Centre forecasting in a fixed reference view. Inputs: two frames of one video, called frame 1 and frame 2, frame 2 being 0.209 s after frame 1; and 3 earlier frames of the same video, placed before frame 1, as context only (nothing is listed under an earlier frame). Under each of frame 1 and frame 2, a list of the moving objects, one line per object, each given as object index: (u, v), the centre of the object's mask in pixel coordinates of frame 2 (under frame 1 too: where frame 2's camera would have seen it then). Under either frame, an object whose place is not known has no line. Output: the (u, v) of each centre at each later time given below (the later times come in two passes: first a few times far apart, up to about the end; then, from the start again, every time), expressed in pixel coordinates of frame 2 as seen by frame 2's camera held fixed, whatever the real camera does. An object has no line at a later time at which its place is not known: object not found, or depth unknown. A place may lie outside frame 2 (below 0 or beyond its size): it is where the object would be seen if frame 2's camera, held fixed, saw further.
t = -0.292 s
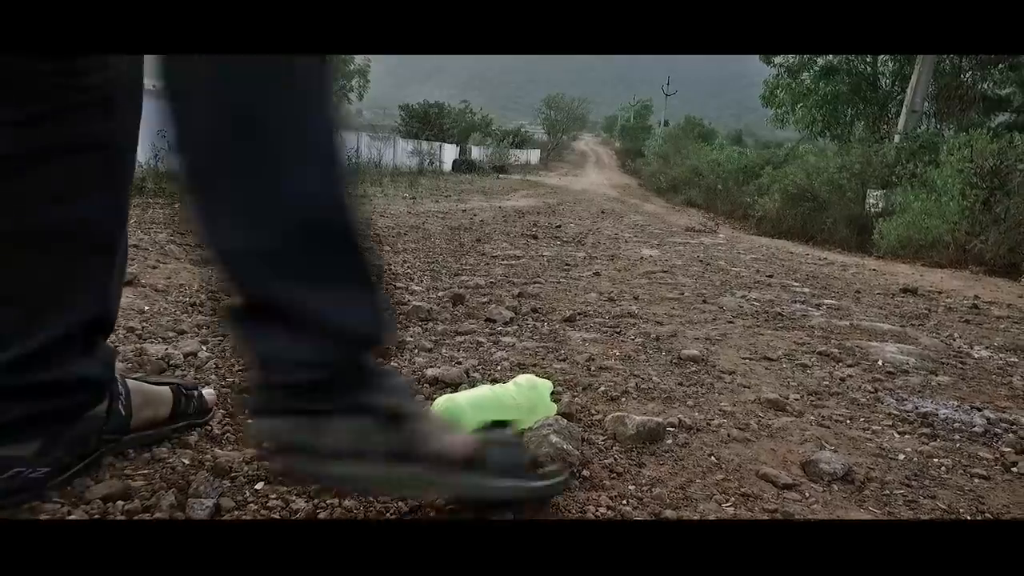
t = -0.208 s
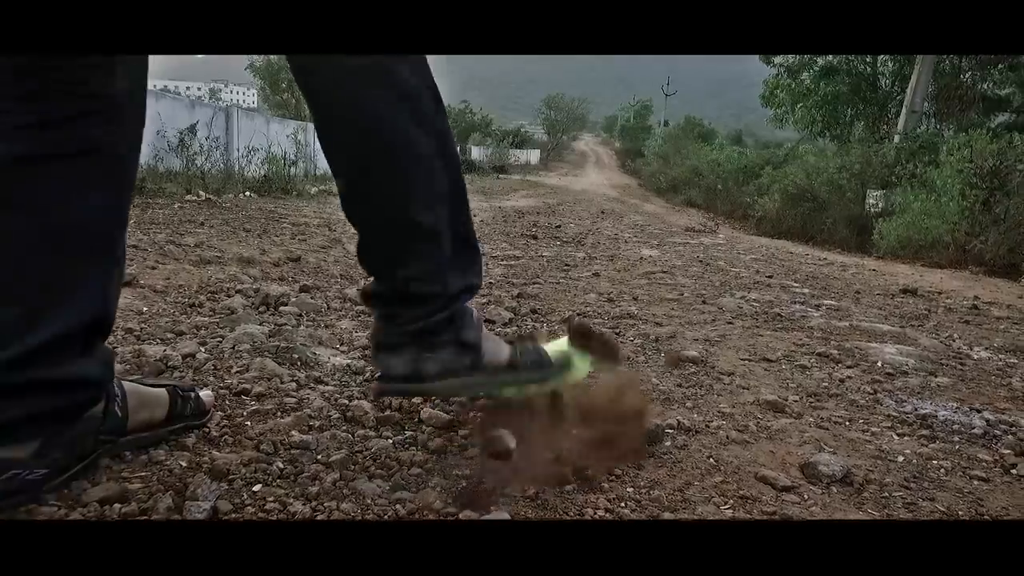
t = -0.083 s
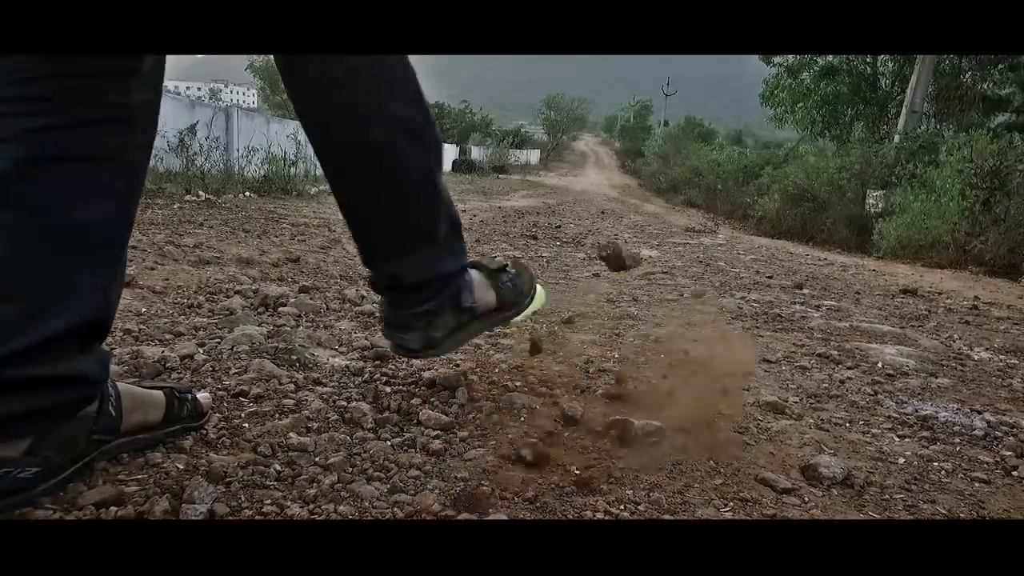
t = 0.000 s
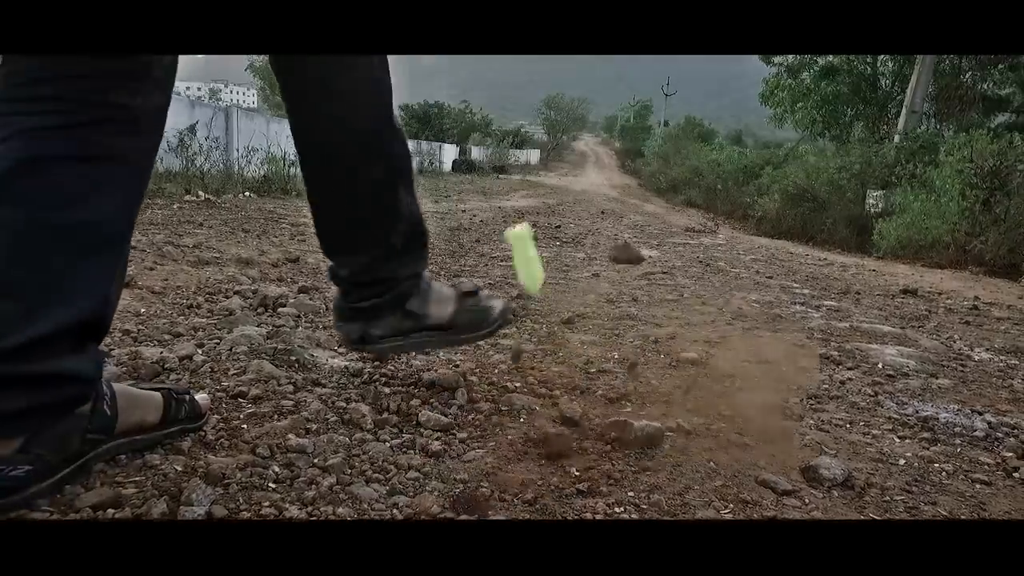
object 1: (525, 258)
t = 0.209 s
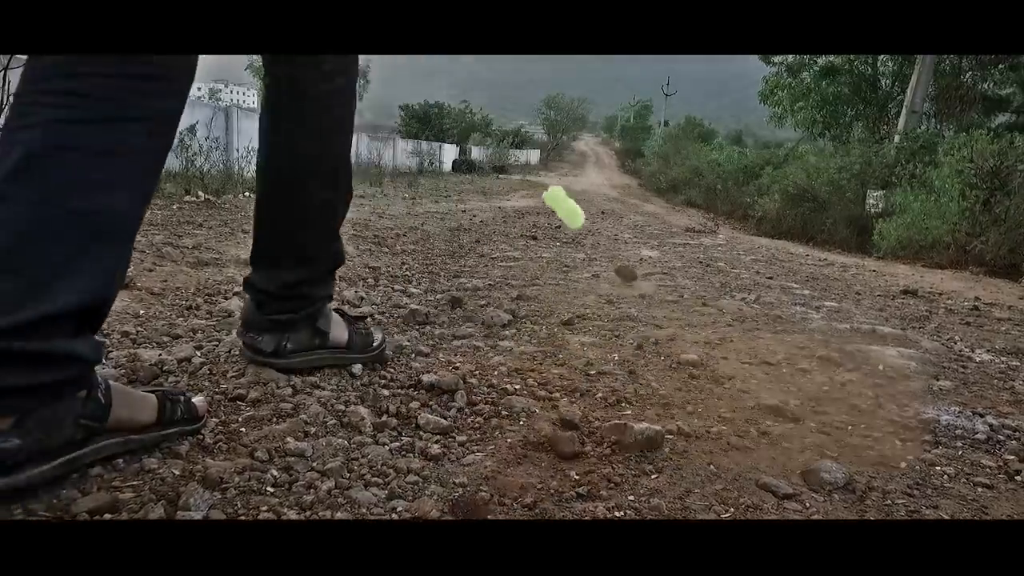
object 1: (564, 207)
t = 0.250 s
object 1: (571, 212)
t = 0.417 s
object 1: (589, 252)
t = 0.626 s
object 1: (605, 256)
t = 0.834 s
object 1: (610, 252)
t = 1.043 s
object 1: (615, 243)
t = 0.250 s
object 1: (571, 212)
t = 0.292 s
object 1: (577, 224)
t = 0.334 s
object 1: (582, 245)
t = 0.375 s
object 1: (584, 259)
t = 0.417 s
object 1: (589, 252)
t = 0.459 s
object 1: (592, 246)
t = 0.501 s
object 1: (595, 244)
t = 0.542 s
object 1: (599, 246)
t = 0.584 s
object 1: (603, 251)
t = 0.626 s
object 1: (605, 256)
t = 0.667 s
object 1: (607, 260)
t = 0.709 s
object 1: (608, 254)
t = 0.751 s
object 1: (609, 250)
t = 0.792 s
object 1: (610, 249)
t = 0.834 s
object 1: (610, 252)
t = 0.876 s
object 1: (610, 250)
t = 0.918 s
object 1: (611, 245)
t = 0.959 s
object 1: (613, 242)
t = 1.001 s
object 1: (614, 242)
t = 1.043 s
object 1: (615, 243)
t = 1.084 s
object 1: (615, 248)
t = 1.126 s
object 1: (614, 252)
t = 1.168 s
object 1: (614, 253)
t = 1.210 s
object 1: (614, 249)
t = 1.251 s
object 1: (614, 248)
